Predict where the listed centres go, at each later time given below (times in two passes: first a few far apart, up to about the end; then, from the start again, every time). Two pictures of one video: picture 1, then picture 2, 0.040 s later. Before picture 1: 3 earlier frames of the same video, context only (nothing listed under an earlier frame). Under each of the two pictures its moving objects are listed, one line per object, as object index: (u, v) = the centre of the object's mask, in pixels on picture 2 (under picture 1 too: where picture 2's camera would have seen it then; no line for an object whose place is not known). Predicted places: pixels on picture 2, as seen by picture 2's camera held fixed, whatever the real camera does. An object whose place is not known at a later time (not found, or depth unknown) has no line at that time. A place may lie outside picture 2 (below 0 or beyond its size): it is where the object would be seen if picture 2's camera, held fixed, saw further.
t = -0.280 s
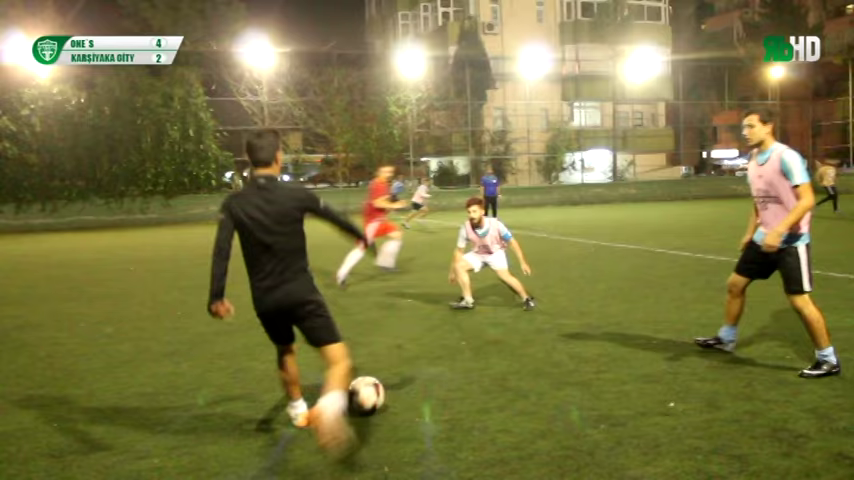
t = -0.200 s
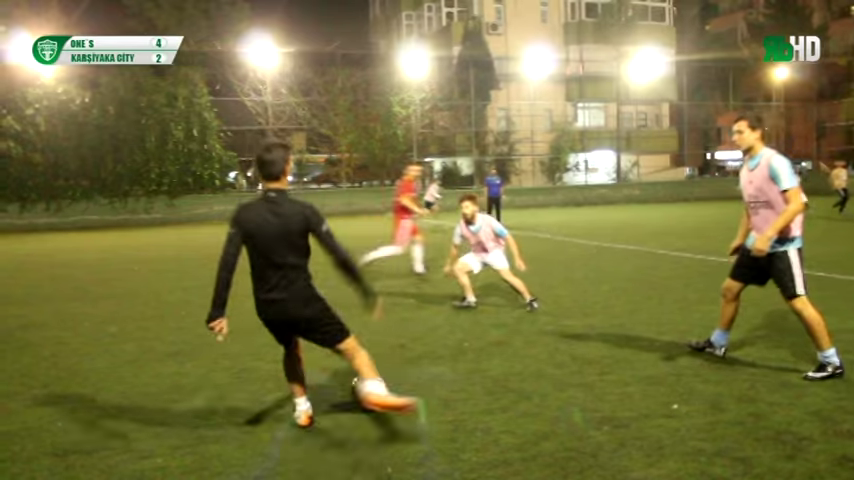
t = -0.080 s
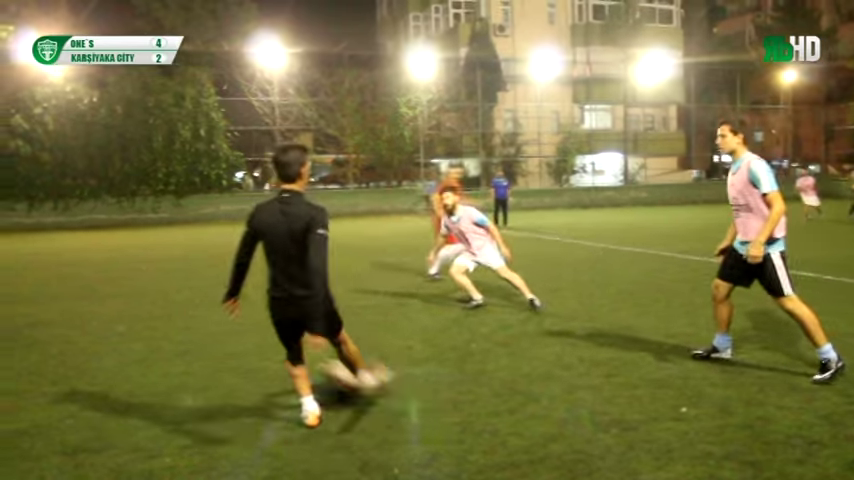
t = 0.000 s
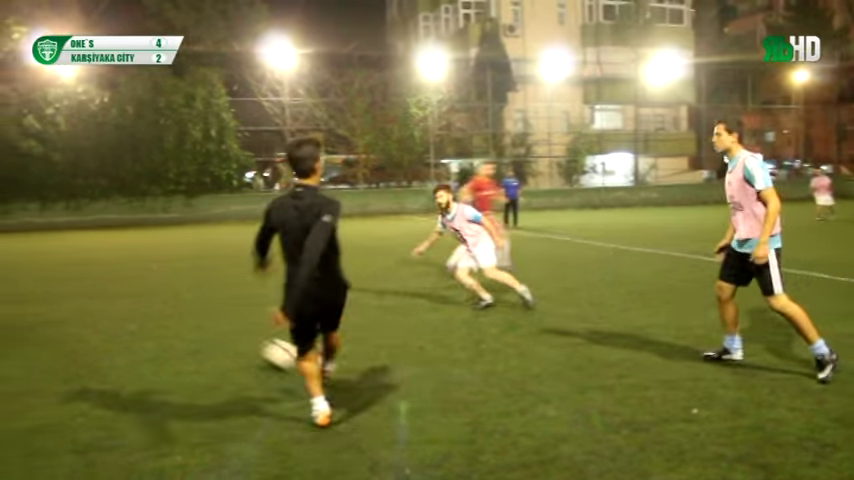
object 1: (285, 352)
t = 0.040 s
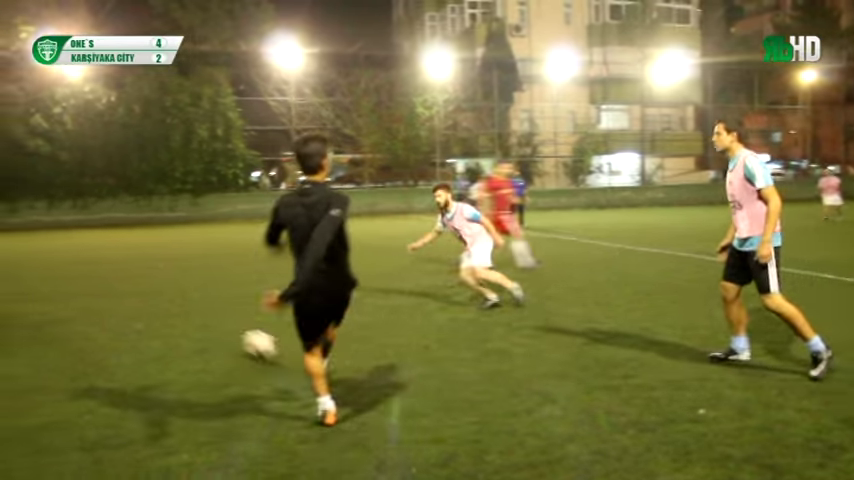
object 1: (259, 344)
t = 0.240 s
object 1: (165, 312)
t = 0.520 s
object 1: (96, 290)
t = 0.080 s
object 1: (235, 336)
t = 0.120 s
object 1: (214, 330)
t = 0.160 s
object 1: (197, 321)
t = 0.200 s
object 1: (180, 316)
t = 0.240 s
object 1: (165, 312)
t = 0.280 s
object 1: (152, 310)
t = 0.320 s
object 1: (141, 304)
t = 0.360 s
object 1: (131, 300)
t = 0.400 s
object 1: (121, 297)
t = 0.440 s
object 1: (111, 296)
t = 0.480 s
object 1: (104, 293)
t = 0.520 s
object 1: (96, 290)
